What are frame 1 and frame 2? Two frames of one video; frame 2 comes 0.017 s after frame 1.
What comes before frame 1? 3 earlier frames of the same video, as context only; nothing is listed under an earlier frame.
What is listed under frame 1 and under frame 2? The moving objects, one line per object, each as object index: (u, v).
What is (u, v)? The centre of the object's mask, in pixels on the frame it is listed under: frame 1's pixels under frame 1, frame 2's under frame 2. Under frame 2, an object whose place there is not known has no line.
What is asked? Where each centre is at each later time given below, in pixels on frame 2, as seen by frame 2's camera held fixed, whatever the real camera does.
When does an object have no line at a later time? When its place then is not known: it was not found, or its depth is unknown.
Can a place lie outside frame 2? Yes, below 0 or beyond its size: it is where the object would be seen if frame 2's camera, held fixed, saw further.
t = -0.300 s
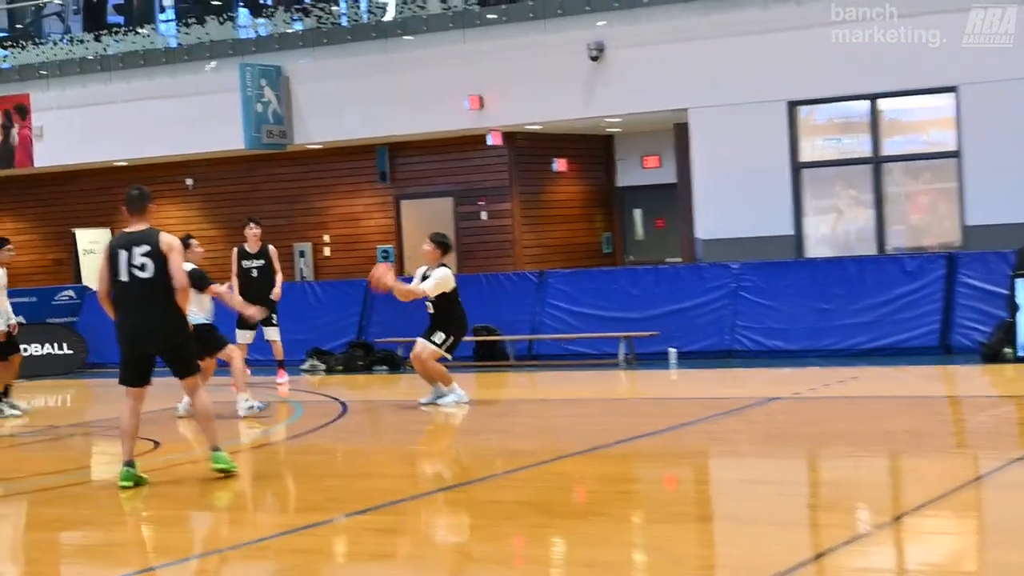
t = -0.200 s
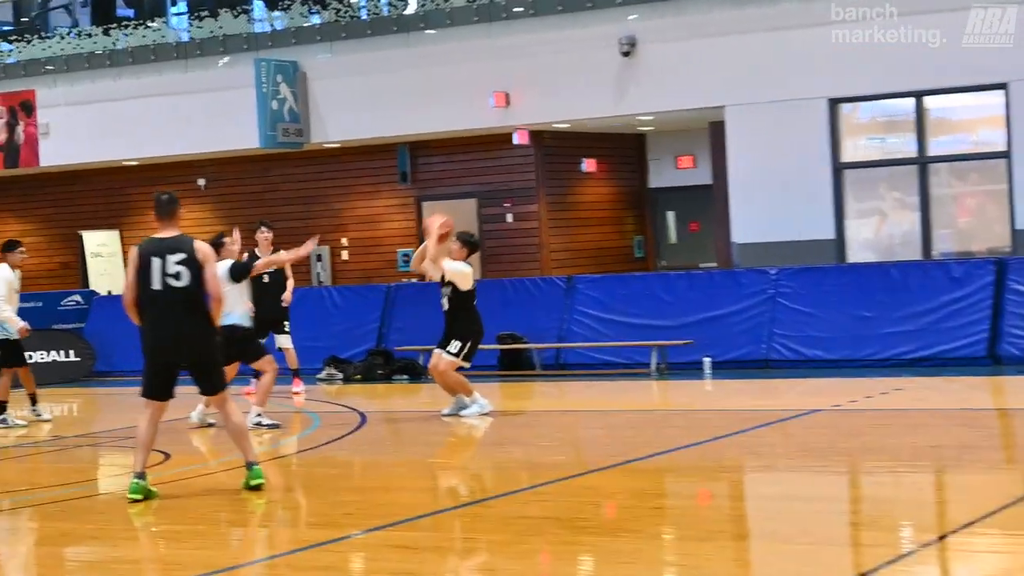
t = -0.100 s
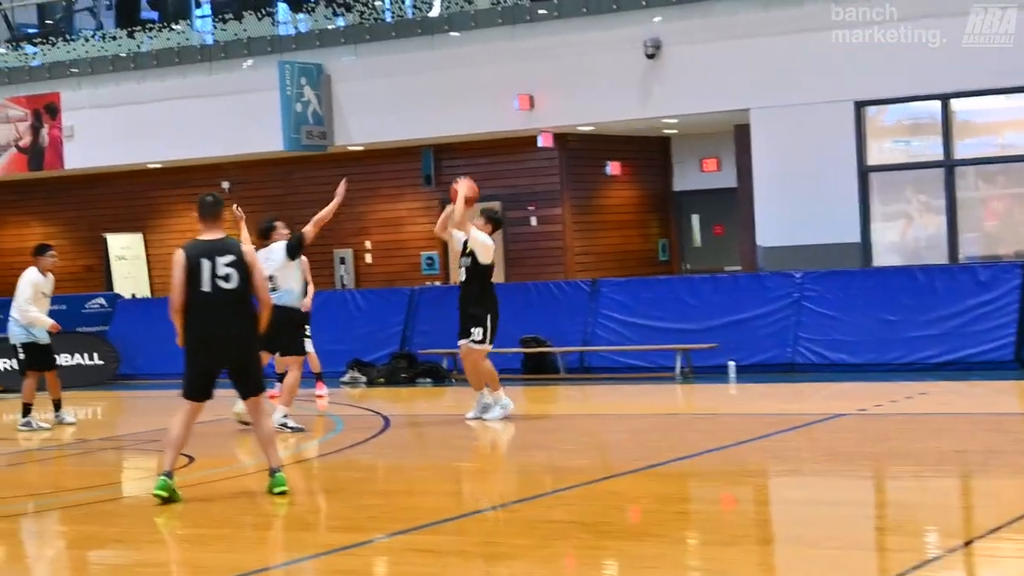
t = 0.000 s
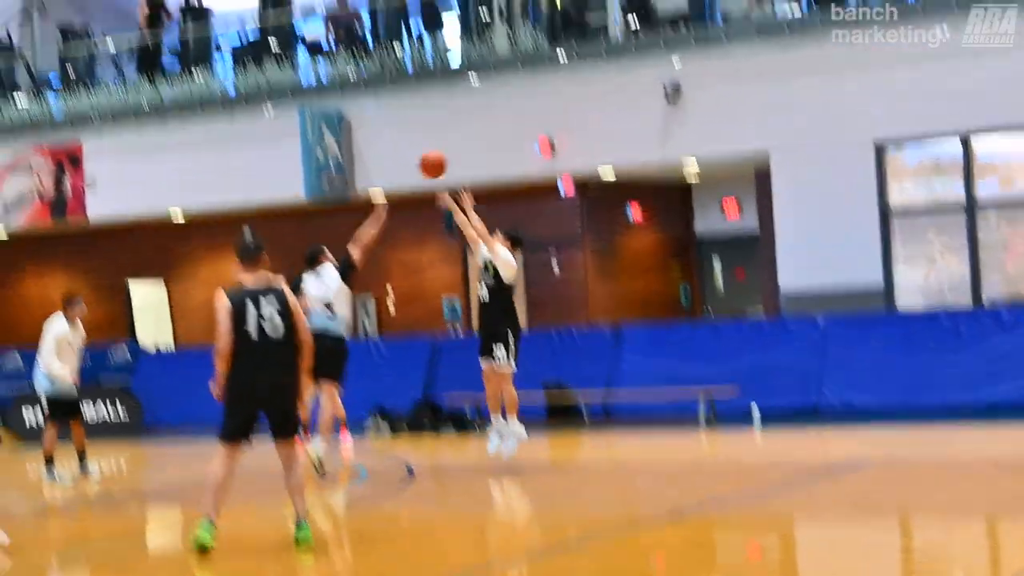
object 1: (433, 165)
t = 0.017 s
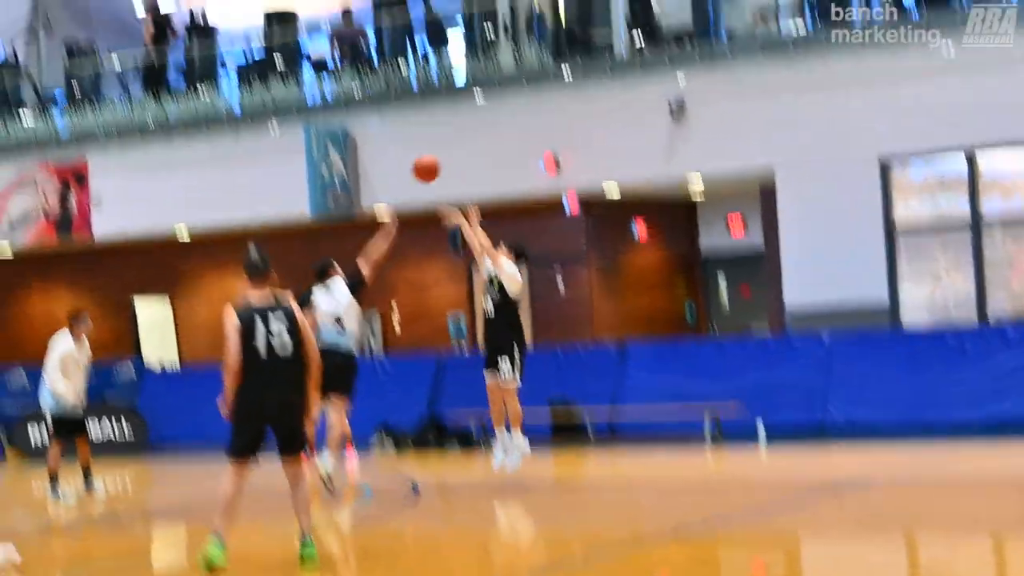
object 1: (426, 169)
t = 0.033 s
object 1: (414, 156)
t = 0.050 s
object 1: (402, 143)
